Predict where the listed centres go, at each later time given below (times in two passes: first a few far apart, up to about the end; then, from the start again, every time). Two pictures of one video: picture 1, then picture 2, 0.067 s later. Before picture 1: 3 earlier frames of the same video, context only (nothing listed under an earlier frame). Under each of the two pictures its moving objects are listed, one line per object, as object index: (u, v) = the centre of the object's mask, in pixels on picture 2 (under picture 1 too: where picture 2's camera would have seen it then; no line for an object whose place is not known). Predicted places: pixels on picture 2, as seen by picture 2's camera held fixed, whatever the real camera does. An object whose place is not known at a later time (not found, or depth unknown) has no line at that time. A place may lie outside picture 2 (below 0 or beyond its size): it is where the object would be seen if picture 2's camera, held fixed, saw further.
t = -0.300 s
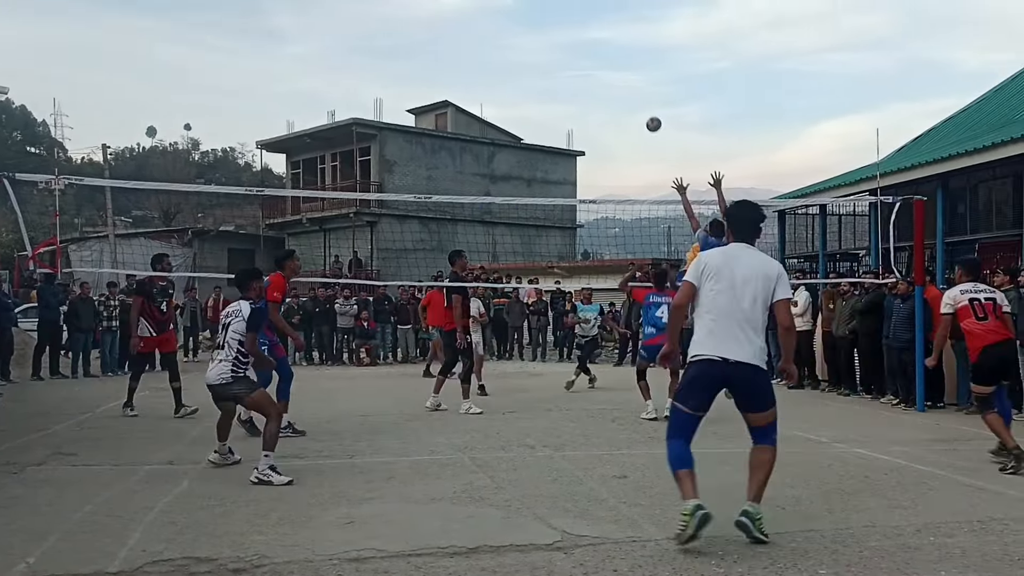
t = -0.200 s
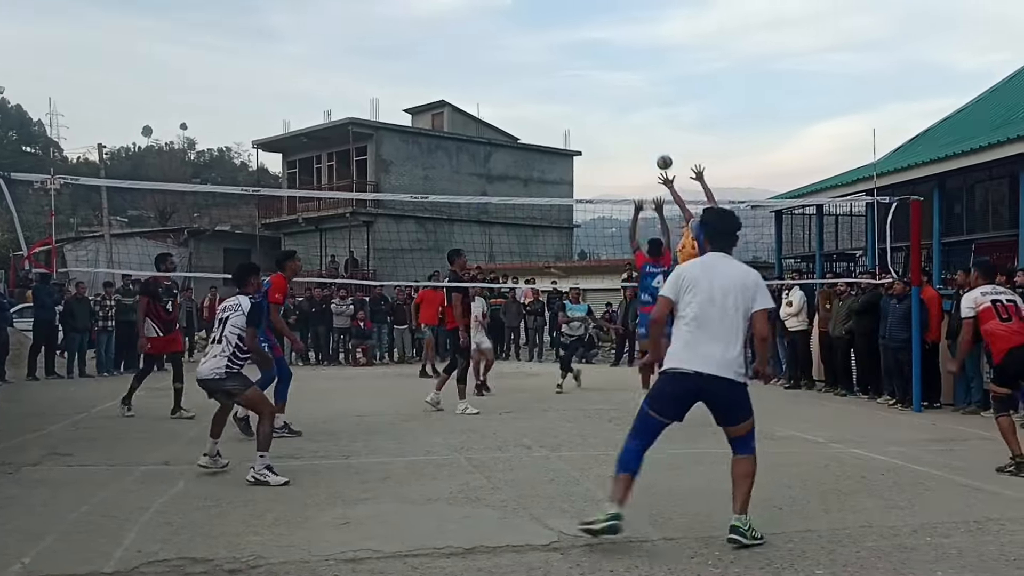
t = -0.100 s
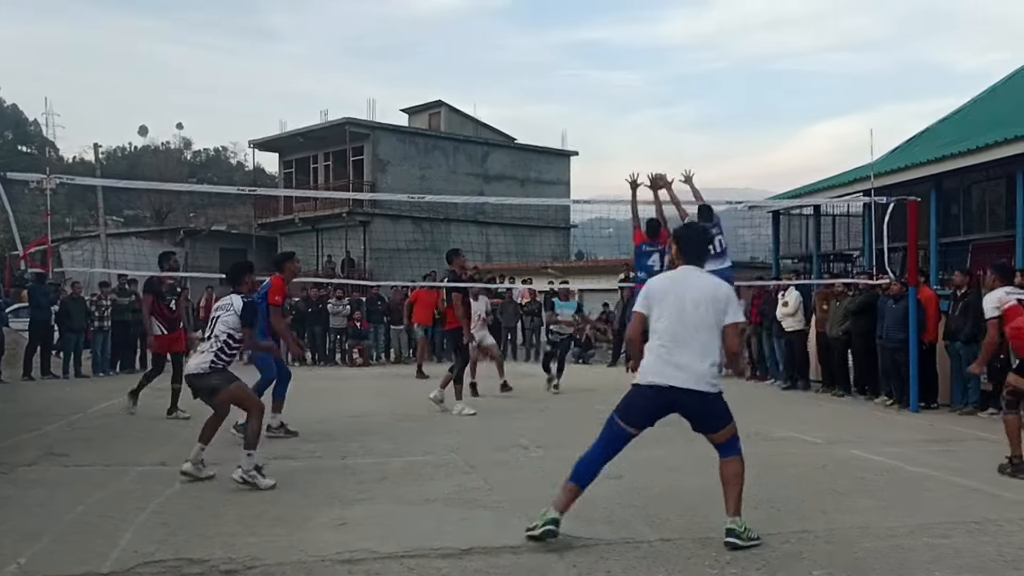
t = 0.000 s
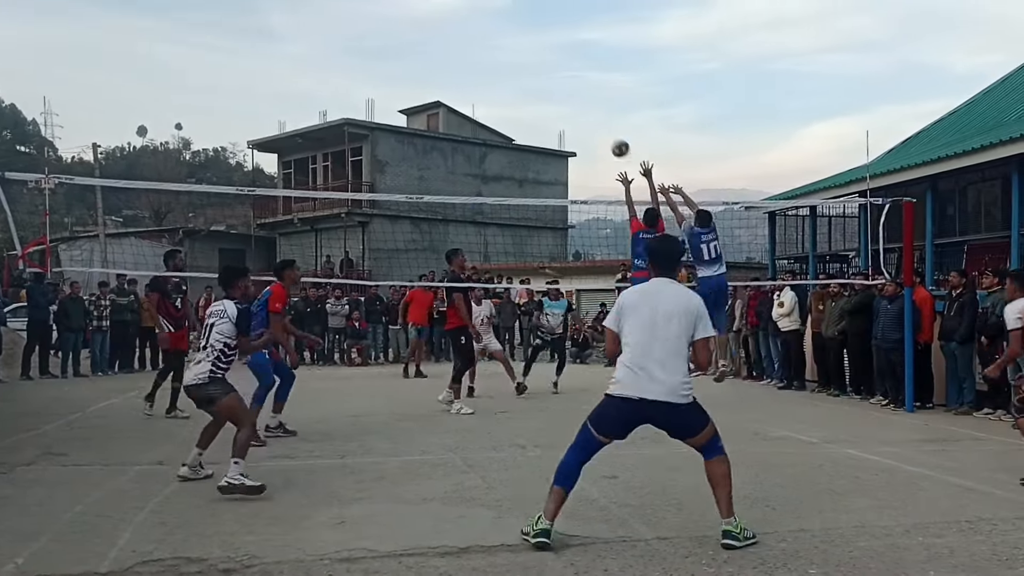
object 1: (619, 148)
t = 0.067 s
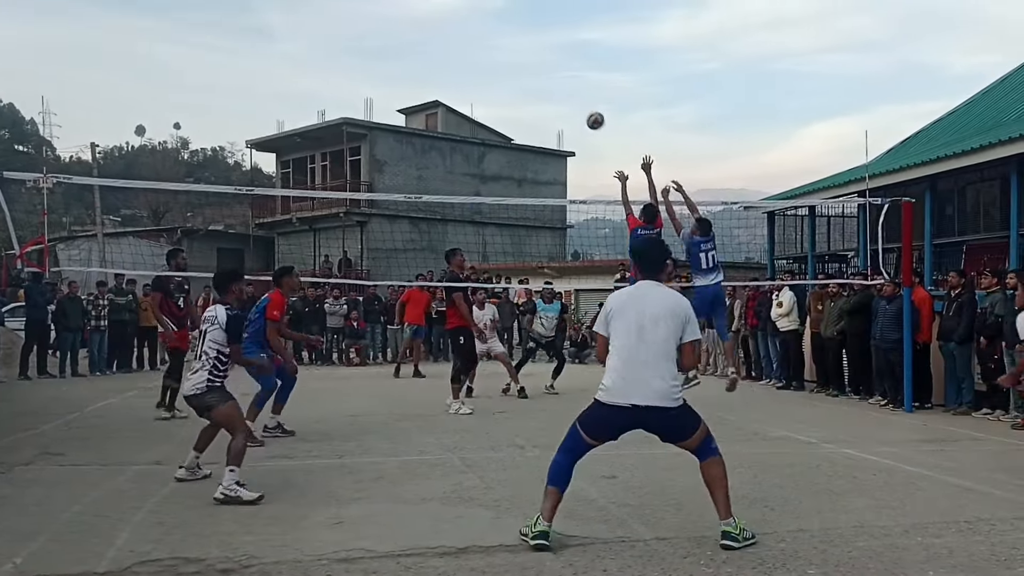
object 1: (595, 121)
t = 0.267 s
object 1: (523, 61)
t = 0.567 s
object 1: (416, 36)
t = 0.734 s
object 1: (356, 58)
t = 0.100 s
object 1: (583, 108)
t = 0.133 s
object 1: (571, 97)
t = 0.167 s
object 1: (559, 86)
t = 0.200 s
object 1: (547, 77)
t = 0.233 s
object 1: (535, 69)
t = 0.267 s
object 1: (523, 61)
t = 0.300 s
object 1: (511, 54)
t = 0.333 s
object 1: (500, 48)
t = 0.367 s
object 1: (488, 44)
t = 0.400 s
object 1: (476, 40)
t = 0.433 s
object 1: (464, 37)
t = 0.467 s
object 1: (452, 36)
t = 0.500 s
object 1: (440, 35)
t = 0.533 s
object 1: (428, 35)
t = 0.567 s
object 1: (416, 36)
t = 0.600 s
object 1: (404, 39)
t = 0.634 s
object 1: (392, 42)
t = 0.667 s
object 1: (380, 46)
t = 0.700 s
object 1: (368, 51)
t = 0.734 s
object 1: (356, 58)
